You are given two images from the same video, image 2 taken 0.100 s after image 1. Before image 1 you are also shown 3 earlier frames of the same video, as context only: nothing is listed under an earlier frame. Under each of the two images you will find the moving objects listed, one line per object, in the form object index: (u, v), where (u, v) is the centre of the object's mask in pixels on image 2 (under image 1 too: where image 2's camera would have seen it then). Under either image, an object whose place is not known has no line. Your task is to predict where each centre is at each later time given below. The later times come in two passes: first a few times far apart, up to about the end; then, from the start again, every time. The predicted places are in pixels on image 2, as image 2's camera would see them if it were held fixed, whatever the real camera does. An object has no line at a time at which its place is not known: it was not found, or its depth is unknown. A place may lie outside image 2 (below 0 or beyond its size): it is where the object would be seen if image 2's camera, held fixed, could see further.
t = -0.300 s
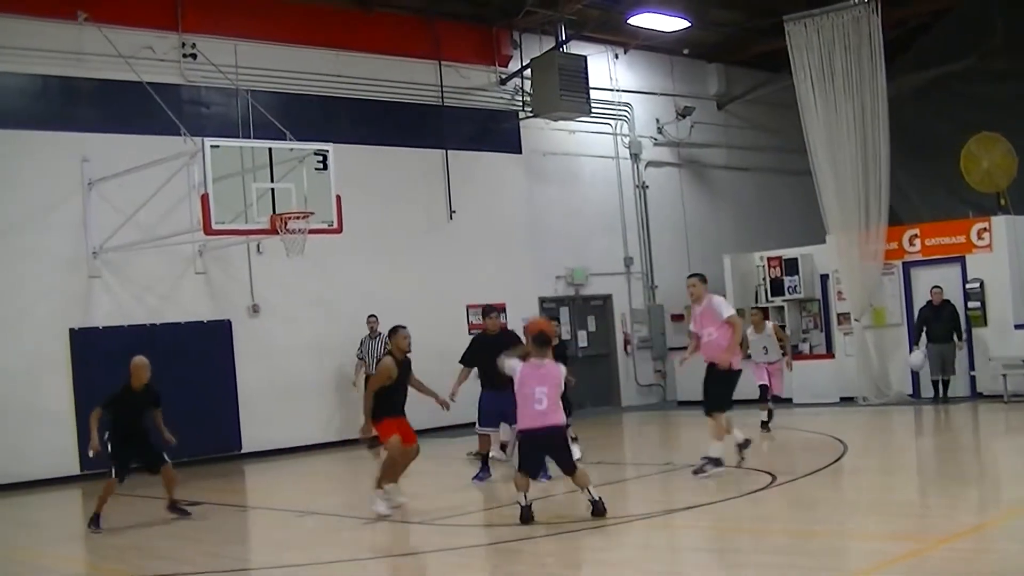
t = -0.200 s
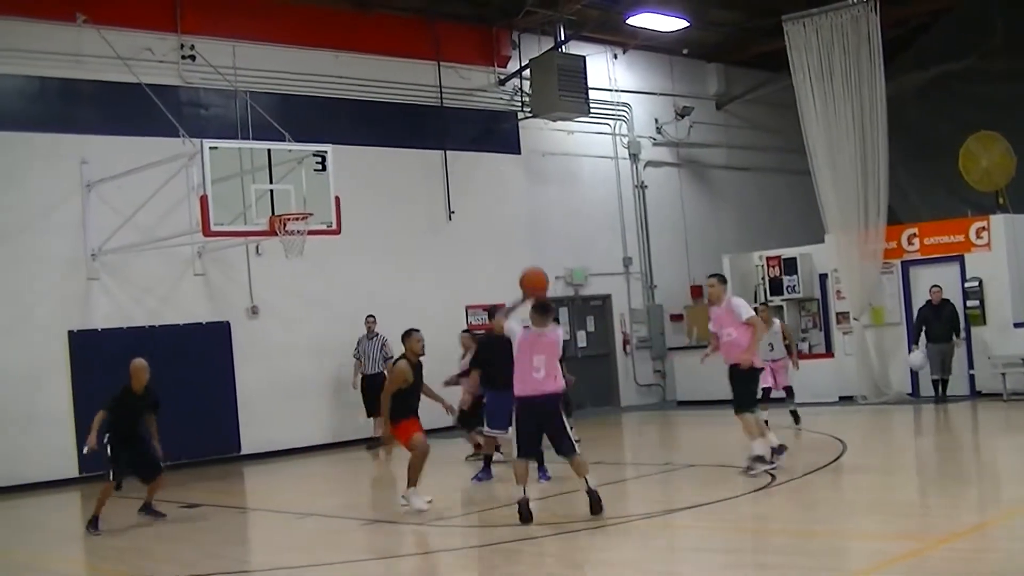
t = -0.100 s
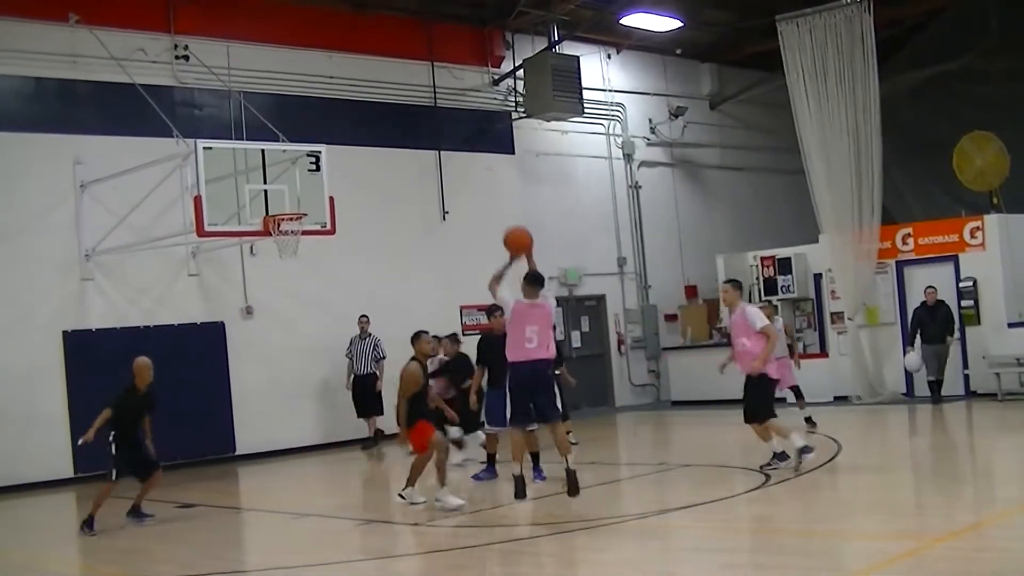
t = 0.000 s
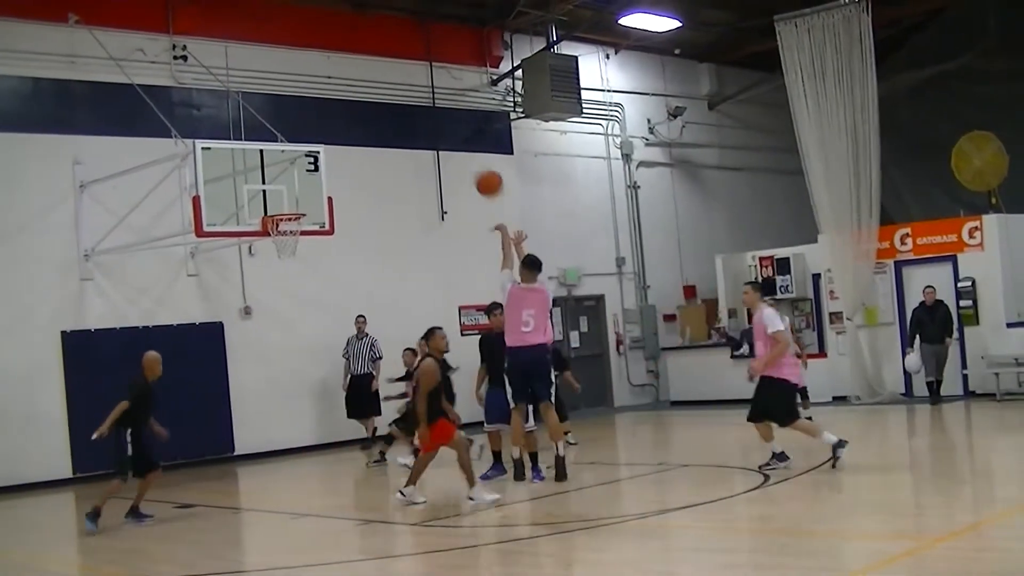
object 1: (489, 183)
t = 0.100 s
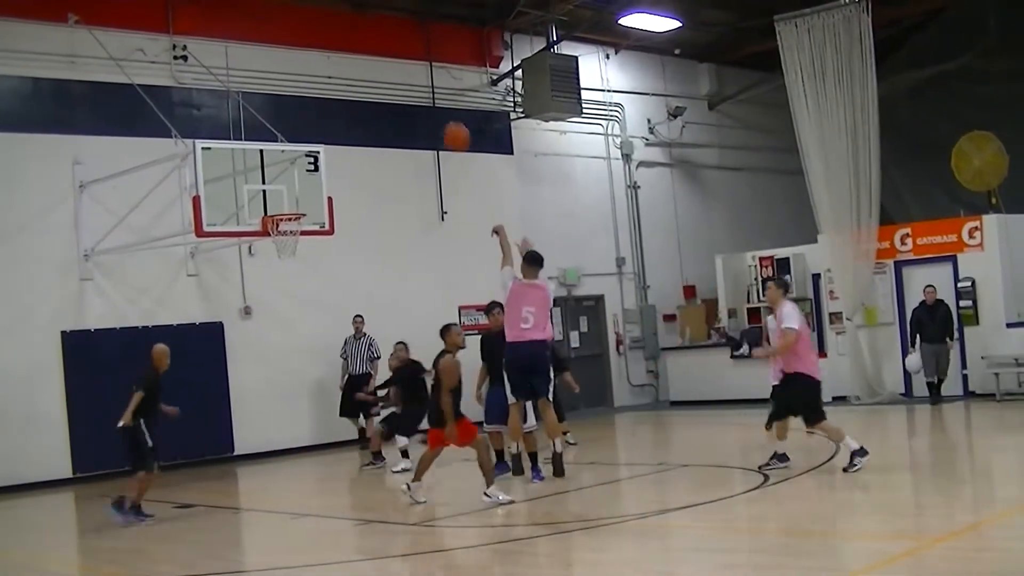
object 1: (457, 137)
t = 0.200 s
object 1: (427, 107)
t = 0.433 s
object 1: (371, 80)
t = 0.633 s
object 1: (333, 101)
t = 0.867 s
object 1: (297, 162)
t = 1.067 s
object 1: (274, 231)
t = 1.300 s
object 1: (294, 303)
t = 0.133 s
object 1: (446, 125)
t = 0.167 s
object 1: (437, 116)
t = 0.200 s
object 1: (427, 107)
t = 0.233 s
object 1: (419, 100)
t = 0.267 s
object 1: (410, 94)
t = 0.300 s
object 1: (402, 88)
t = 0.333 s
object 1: (394, 84)
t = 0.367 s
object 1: (386, 82)
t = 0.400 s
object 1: (379, 81)
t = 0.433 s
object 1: (371, 80)
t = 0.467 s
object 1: (365, 81)
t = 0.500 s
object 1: (358, 83)
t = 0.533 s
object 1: (351, 86)
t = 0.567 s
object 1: (345, 91)
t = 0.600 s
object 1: (339, 95)
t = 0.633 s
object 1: (333, 101)
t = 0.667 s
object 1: (328, 107)
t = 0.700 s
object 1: (322, 114)
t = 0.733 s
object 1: (317, 122)
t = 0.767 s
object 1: (312, 130)
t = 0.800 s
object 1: (308, 140)
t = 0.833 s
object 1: (302, 151)
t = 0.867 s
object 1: (297, 162)
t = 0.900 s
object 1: (293, 175)
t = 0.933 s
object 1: (289, 187)
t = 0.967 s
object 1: (285, 201)
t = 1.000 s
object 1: (280, 213)
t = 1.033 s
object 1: (275, 226)
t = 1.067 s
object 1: (274, 231)
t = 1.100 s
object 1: (280, 246)
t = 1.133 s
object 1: (282, 252)
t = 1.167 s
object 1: (286, 260)
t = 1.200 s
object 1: (288, 269)
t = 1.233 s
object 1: (290, 280)
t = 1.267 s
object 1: (292, 291)
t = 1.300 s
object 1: (294, 303)
